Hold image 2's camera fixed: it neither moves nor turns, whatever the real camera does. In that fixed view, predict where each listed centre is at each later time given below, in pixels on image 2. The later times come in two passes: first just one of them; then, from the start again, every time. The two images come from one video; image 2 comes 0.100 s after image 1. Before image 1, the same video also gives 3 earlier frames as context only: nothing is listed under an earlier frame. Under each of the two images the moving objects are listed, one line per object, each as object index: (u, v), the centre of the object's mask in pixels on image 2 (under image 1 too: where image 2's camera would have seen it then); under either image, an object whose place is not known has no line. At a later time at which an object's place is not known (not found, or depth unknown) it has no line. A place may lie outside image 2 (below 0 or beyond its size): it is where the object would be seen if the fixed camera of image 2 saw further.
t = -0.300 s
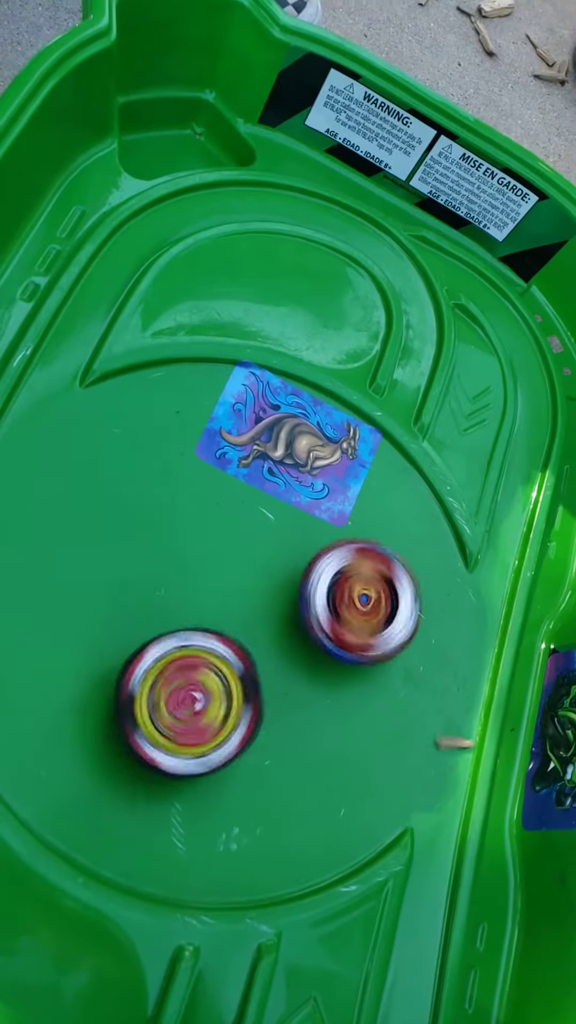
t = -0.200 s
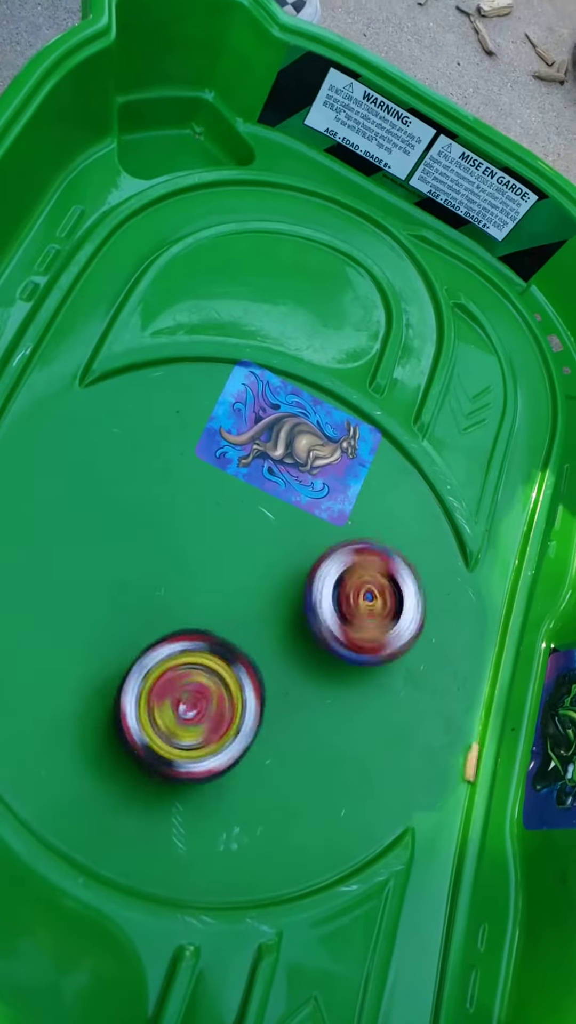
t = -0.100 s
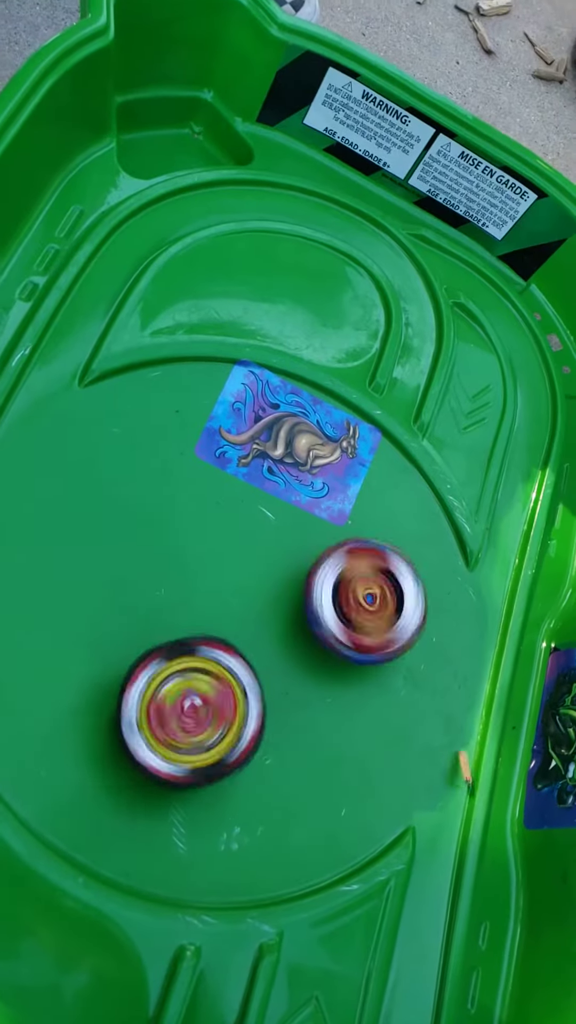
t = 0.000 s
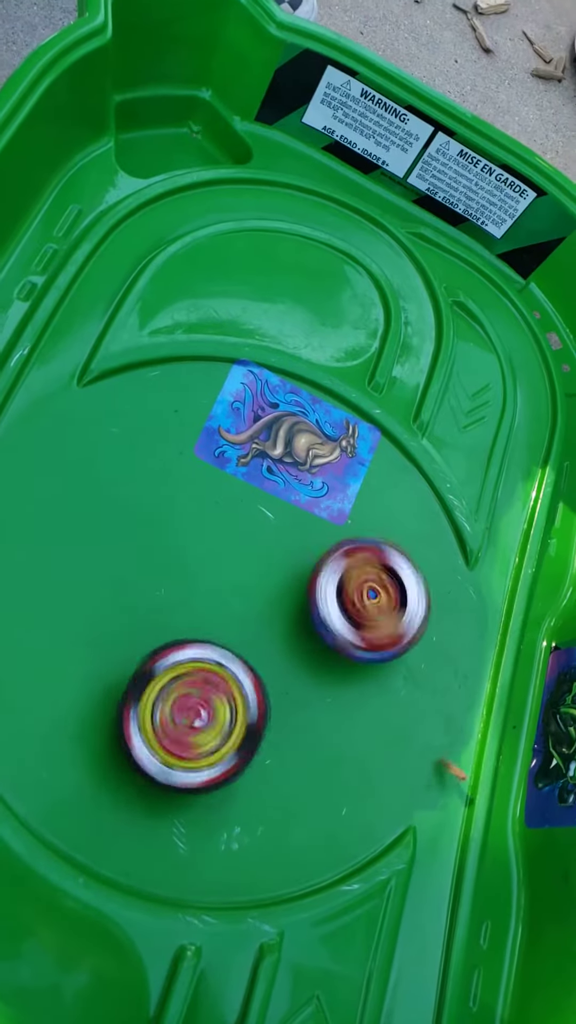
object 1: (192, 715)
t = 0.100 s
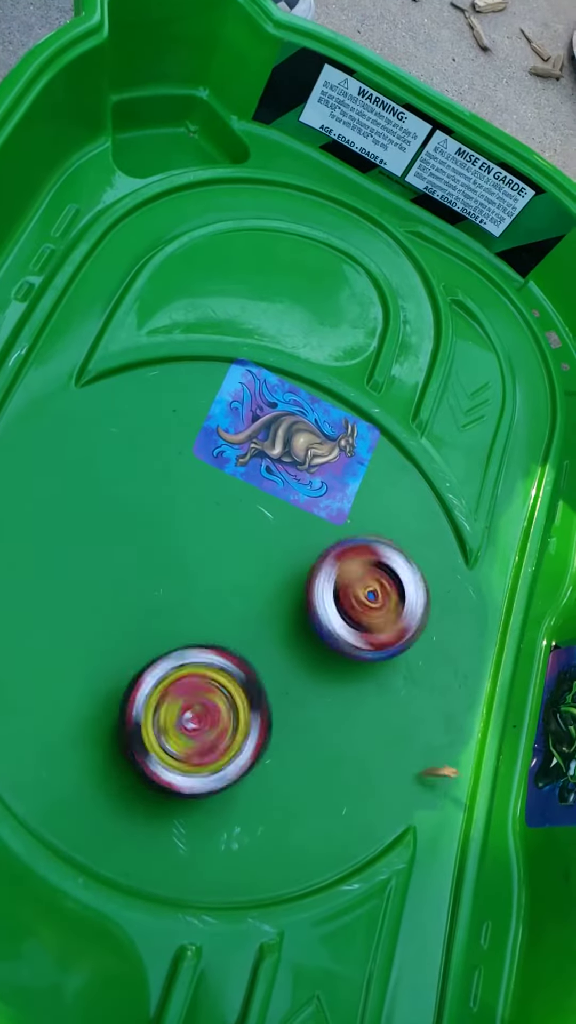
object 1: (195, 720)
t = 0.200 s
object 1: (198, 723)
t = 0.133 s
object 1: (196, 721)
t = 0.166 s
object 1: (197, 722)
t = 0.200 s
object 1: (198, 723)
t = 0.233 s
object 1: (199, 724)
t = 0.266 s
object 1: (200, 725)
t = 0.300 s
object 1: (201, 726)
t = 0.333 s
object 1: (203, 727)
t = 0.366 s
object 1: (204, 729)
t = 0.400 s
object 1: (205, 731)
